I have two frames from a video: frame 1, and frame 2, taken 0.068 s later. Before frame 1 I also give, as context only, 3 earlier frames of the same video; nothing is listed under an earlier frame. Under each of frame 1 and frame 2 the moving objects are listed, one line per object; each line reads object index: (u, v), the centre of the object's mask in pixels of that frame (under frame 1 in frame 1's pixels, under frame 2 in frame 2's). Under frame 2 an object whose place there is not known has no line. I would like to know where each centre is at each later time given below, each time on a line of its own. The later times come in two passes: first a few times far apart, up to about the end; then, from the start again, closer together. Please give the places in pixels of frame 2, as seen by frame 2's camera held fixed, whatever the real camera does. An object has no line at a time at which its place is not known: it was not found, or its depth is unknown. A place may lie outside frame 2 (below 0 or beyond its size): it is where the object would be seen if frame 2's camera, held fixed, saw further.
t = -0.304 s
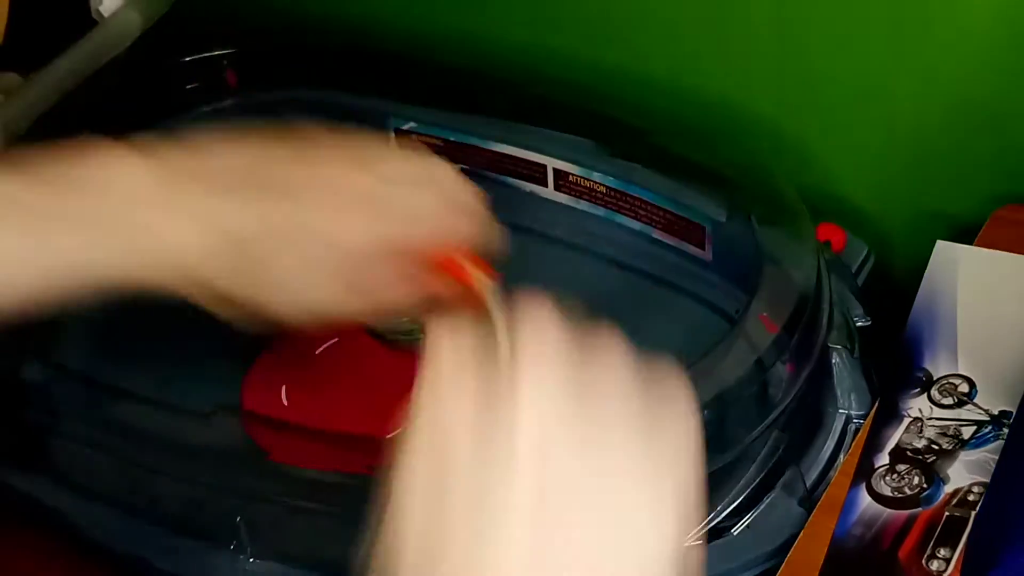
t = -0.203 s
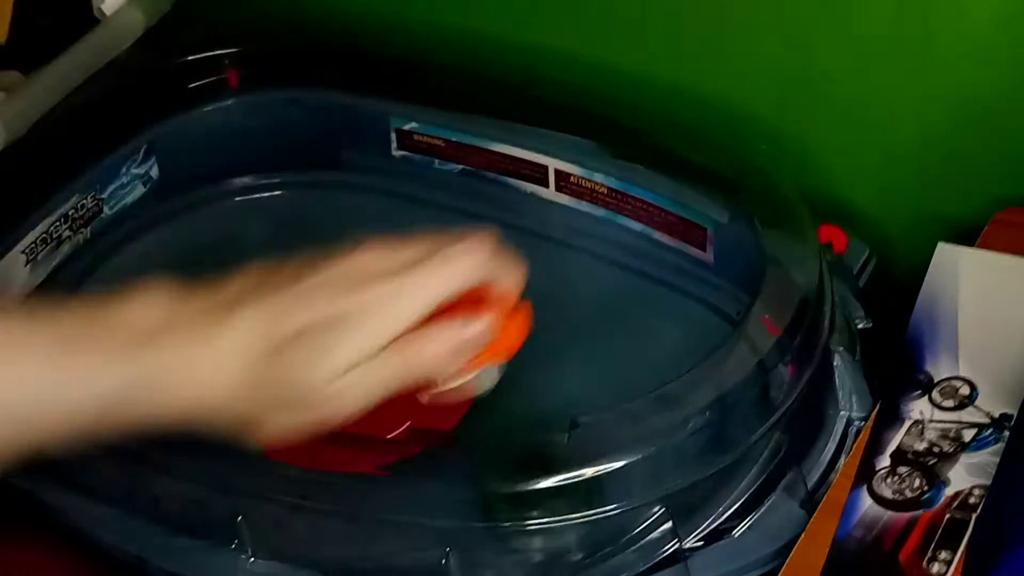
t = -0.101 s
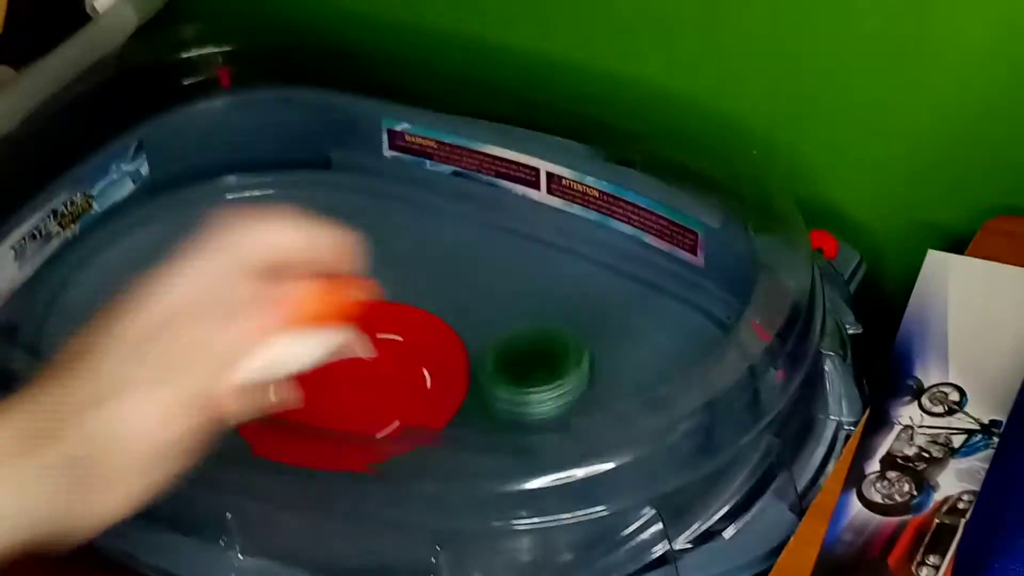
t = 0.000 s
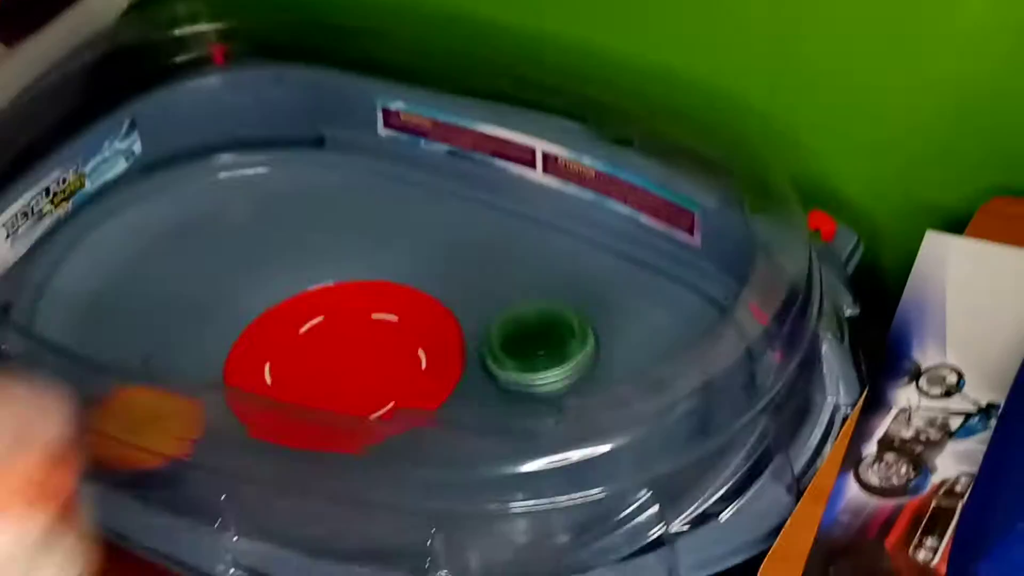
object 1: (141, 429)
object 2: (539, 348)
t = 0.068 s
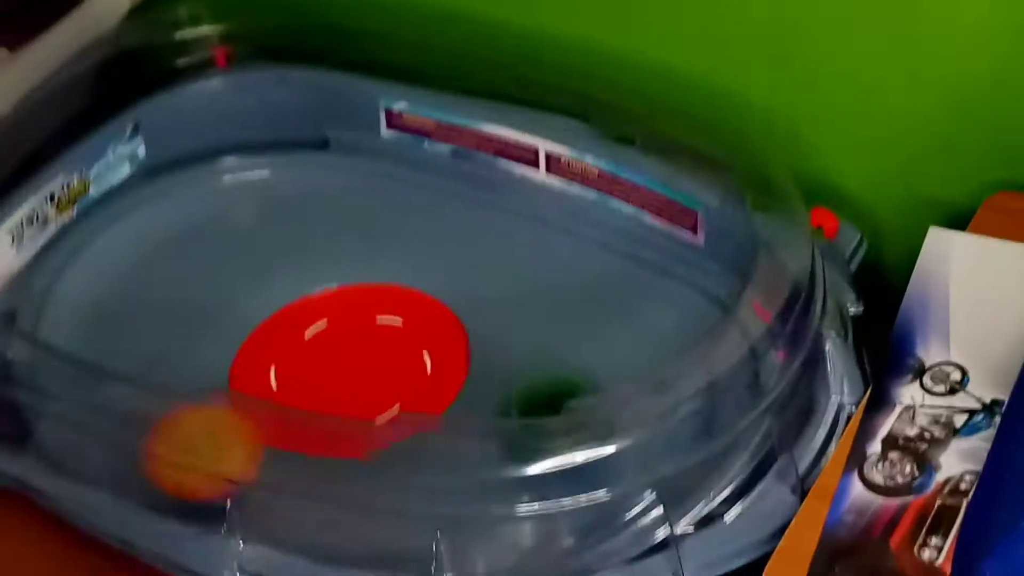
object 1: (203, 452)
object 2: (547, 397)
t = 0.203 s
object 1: (319, 470)
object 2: (532, 347)
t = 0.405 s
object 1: (480, 425)
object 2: (462, 336)
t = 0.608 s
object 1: (551, 352)
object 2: (329, 316)
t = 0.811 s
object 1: (535, 294)
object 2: (216, 353)
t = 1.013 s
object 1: (403, 257)
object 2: (265, 427)
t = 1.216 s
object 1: (186, 349)
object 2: (384, 404)
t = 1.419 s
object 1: (191, 451)
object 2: (446, 327)
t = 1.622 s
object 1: (276, 461)
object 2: (327, 268)
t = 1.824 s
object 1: (371, 440)
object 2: (188, 339)
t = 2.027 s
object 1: (459, 332)
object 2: (185, 431)
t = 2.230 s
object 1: (338, 243)
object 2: (244, 450)
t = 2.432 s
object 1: (148, 321)
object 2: (309, 436)
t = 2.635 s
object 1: (108, 415)
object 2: (413, 377)
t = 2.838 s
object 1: (192, 448)
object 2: (407, 285)
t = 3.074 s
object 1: (323, 448)
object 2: (272, 287)
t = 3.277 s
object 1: (459, 355)
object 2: (238, 380)
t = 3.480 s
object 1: (375, 240)
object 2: (355, 411)
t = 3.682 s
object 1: (174, 308)
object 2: (451, 348)
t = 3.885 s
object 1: (130, 405)
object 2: (433, 279)
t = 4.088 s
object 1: (193, 453)
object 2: (322, 261)
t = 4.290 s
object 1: (289, 451)
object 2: (224, 347)
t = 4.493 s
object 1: (414, 429)
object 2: (340, 393)
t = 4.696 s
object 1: (521, 386)
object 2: (430, 356)
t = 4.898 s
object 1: (547, 365)
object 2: (415, 306)
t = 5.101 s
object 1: (527, 344)
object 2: (328, 299)
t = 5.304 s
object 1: (446, 315)
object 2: (243, 347)
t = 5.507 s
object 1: (273, 320)
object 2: (267, 408)
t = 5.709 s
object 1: (163, 382)
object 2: (363, 407)
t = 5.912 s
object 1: (118, 412)
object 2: (408, 349)
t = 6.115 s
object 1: (125, 420)
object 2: (359, 311)
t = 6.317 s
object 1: (172, 416)
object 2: (278, 319)
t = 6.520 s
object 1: (294, 410)
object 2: (236, 359)
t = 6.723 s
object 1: (439, 316)
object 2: (278, 403)
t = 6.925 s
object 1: (386, 236)
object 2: (365, 394)
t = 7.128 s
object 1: (258, 297)
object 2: (422, 344)
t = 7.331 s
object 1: (275, 400)
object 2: (387, 287)
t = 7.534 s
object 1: (408, 409)
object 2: (297, 300)
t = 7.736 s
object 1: (454, 380)
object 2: (252, 355)
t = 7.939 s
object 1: (439, 323)
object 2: (277, 397)
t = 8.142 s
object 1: (308, 308)
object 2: (349, 404)
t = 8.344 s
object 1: (204, 353)
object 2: (395, 370)
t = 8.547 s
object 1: (237, 398)
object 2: (389, 342)
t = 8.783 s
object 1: (377, 383)
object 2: (359, 308)
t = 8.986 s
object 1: (416, 356)
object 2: (311, 294)
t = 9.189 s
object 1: (379, 322)
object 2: (285, 318)
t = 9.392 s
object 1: (426, 345)
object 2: (192, 314)
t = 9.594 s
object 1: (416, 357)
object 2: (192, 329)
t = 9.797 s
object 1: (355, 369)
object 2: (236, 358)
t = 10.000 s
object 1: (379, 389)
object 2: (251, 345)
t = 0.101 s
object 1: (228, 460)
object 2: (546, 376)
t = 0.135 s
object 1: (259, 466)
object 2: (540, 351)
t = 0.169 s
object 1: (288, 469)
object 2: (535, 340)
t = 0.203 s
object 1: (319, 470)
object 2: (532, 347)
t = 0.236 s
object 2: (530, 363)
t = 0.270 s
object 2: (517, 344)
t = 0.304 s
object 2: (505, 338)
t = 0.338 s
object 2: (494, 344)
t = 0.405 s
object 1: (480, 425)
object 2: (462, 336)
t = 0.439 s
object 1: (500, 414)
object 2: (444, 332)
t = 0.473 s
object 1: (515, 400)
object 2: (422, 327)
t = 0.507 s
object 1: (527, 383)
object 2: (401, 322)
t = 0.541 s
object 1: (537, 374)
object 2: (376, 319)
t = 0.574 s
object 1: (546, 363)
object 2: (353, 317)
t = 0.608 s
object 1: (551, 352)
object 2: (329, 316)
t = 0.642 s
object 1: (554, 340)
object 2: (306, 318)
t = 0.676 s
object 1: (555, 330)
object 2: (284, 321)
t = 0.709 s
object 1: (553, 320)
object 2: (263, 327)
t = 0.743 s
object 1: (549, 311)
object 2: (244, 333)
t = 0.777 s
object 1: (543, 302)
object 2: (228, 343)
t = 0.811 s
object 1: (535, 294)
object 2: (216, 353)
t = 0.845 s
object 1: (524, 287)
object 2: (214, 364)
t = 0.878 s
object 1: (511, 281)
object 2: (212, 376)
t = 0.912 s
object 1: (492, 275)
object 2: (221, 391)
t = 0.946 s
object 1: (469, 268)
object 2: (232, 407)
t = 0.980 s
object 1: (441, 262)
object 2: (249, 419)
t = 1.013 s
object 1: (403, 257)
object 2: (265, 427)
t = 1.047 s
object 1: (363, 257)
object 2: (286, 432)
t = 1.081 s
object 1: (320, 263)
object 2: (307, 435)
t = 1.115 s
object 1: (277, 277)
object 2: (327, 435)
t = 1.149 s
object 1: (241, 297)
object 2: (346, 433)
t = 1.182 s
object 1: (210, 322)
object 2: (363, 427)
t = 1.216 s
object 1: (186, 349)
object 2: (384, 404)
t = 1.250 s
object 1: (167, 379)
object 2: (400, 399)
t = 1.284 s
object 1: (155, 405)
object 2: (419, 391)
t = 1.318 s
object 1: (150, 424)
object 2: (433, 380)
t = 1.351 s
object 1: (149, 439)
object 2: (443, 361)
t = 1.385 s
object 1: (167, 447)
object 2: (448, 344)
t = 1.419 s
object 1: (191, 451)
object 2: (446, 327)
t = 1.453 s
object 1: (205, 455)
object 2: (437, 312)
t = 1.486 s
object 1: (218, 458)
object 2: (421, 299)
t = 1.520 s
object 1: (233, 458)
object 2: (402, 286)
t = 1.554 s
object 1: (248, 459)
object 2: (379, 277)
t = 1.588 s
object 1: (261, 461)
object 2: (354, 271)
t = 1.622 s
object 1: (276, 461)
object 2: (327, 268)
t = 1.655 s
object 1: (291, 459)
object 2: (299, 268)
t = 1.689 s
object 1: (304, 459)
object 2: (272, 274)
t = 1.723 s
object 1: (319, 461)
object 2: (247, 284)
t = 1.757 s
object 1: (332, 461)
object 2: (222, 300)
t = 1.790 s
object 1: (356, 440)
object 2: (204, 317)
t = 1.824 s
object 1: (371, 440)
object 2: (188, 339)
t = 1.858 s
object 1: (387, 425)
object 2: (180, 355)
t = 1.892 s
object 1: (403, 410)
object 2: (171, 373)
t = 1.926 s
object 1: (421, 392)
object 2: (170, 391)
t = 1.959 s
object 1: (438, 378)
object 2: (172, 402)
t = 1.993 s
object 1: (450, 358)
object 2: (179, 418)
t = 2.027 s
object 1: (459, 332)
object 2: (185, 431)
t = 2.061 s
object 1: (457, 306)
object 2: (194, 439)
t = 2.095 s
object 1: (448, 284)
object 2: (204, 444)
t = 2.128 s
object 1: (431, 266)
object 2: (213, 446)
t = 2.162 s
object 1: (407, 253)
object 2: (222, 449)
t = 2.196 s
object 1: (375, 245)
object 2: (233, 451)
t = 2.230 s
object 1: (338, 243)
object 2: (244, 450)
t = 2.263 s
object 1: (297, 246)
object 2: (255, 447)
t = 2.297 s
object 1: (252, 256)
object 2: (263, 448)
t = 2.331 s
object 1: (216, 270)
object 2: (274, 449)
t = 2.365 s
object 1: (186, 288)
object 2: (285, 446)
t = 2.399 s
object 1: (165, 305)
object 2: (296, 443)
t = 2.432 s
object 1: (148, 321)
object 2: (309, 436)
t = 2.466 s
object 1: (136, 337)
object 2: (323, 432)
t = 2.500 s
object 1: (126, 355)
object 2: (340, 427)
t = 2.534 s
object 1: (117, 371)
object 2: (358, 419)
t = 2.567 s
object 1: (109, 389)
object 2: (379, 398)
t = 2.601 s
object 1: (105, 402)
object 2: (397, 390)
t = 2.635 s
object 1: (108, 415)
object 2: (413, 377)
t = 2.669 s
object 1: (120, 425)
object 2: (424, 361)
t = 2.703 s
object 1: (135, 431)
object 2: (430, 344)
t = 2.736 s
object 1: (146, 436)
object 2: (431, 328)
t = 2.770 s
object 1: (159, 442)
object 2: (428, 311)
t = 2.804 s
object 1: (176, 445)
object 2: (420, 298)
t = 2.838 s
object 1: (192, 448)
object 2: (407, 285)
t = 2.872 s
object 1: (208, 450)
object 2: (392, 274)
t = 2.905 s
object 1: (226, 452)
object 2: (373, 266)
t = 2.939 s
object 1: (242, 454)
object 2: (353, 261)
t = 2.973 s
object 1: (261, 454)
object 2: (332, 258)
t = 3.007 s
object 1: (280, 454)
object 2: (312, 262)
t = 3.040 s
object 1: (299, 456)
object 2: (290, 272)
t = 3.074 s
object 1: (323, 448)
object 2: (272, 287)
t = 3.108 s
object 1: (346, 434)
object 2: (253, 303)
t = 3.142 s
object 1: (373, 421)
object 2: (239, 316)
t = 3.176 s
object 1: (397, 397)
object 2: (230, 334)
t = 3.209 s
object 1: (422, 388)
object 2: (225, 351)
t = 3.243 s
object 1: (442, 375)
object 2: (230, 366)
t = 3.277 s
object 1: (459, 355)
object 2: (238, 380)
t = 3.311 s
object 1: (469, 331)
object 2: (250, 393)
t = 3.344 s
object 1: (469, 308)
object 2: (266, 404)
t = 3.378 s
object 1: (460, 283)
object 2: (285, 411)
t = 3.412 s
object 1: (441, 264)
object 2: (307, 415)
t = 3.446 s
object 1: (411, 248)
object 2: (331, 415)
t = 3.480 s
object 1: (375, 240)
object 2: (355, 411)
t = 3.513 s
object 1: (335, 238)
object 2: (376, 397)
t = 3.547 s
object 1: (290, 244)
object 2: (395, 392)
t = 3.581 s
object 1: (253, 256)
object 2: (414, 385)
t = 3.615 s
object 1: (218, 272)
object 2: (429, 375)
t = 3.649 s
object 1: (193, 290)
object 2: (442, 361)
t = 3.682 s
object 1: (174, 308)
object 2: (451, 348)
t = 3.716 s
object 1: (159, 325)
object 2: (457, 334)
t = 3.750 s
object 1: (149, 341)
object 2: (458, 322)
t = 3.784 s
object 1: (140, 359)
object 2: (456, 310)
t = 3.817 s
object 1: (135, 375)
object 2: (452, 298)
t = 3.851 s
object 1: (129, 394)
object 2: (444, 288)
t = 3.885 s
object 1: (130, 405)
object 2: (433, 279)
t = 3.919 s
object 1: (130, 422)
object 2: (419, 271)
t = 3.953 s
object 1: (136, 432)
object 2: (403, 265)
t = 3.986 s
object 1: (151, 438)
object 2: (384, 262)
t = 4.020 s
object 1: (167, 445)
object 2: (365, 260)
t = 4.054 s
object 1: (179, 450)
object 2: (344, 260)
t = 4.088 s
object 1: (193, 453)
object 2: (322, 261)
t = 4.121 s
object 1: (208, 455)
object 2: (301, 267)
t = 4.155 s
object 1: (224, 455)
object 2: (280, 278)
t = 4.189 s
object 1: (239, 456)
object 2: (259, 291)
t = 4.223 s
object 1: (254, 457)
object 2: (243, 306)
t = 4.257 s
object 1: (270, 456)
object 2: (230, 327)
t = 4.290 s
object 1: (289, 451)
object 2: (224, 347)
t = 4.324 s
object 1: (306, 448)
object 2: (229, 365)
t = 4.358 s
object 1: (323, 445)
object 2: (242, 387)
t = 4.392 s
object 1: (340, 440)
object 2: (264, 403)
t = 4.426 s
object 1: (360, 431)
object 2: (297, 392)
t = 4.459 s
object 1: (387, 431)
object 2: (318, 394)
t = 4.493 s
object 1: (414, 429)
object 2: (340, 393)
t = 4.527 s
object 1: (439, 424)
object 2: (361, 392)
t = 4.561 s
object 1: (460, 420)
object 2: (381, 389)
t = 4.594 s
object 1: (480, 413)
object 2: (399, 381)
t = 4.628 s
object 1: (499, 393)
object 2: (412, 374)
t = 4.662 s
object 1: (511, 401)
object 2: (423, 365)
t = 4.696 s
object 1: (521, 386)
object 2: (430, 356)
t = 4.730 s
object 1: (529, 383)
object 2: (433, 346)
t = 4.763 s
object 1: (535, 379)
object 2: (434, 337)
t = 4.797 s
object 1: (541, 375)
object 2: (433, 328)
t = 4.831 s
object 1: (544, 371)
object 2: (430, 319)
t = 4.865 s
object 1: (547, 368)
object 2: (424, 312)
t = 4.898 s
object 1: (547, 365)
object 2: (415, 306)
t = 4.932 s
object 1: (547, 361)
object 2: (405, 301)
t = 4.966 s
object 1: (546, 358)
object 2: (391, 297)
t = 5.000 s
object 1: (543, 354)
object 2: (377, 296)
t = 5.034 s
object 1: (538, 351)
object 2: (361, 295)
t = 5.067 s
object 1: (533, 347)
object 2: (345, 296)
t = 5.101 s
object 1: (527, 344)
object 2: (328, 299)
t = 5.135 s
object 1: (519, 340)
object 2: (312, 304)
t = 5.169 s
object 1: (508, 336)
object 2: (295, 310)
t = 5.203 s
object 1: (495, 332)
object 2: (280, 318)
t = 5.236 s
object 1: (480, 328)
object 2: (266, 327)
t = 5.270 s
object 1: (464, 322)
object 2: (253, 336)
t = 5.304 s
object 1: (446, 315)
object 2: (243, 347)
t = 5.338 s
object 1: (422, 308)
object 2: (235, 358)
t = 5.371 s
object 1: (395, 304)
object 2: (233, 367)
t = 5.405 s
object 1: (366, 305)
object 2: (238, 373)
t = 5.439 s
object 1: (334, 308)
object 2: (243, 390)
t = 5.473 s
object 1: (305, 313)
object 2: (253, 401)
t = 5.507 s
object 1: (273, 320)
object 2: (267, 408)
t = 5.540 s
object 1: (246, 329)
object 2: (284, 413)
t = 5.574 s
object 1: (221, 337)
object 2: (300, 416)
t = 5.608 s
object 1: (204, 349)
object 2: (317, 416)
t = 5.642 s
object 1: (189, 360)
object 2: (333, 415)
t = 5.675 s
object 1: (175, 372)
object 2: (350, 412)
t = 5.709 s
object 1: (163, 382)
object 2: (363, 407)
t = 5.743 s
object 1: (153, 388)
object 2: (378, 394)
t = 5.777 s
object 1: (141, 397)
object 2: (389, 388)
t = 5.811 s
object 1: (134, 402)
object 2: (399, 380)
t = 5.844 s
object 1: (129, 404)
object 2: (405, 370)
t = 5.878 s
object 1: (123, 408)
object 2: (408, 359)
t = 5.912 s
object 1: (118, 412)
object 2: (408, 349)
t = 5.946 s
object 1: (115, 415)
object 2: (405, 340)
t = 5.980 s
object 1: (115, 417)
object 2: (400, 332)
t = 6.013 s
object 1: (116, 418)
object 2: (392, 324)
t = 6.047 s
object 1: (118, 419)
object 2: (383, 318)
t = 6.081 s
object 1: (121, 419)
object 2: (371, 314)
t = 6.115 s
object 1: (125, 420)
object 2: (359, 311)
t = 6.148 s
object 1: (130, 419)
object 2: (346, 308)
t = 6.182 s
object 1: (136, 419)
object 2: (331, 307)
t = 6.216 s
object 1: (142, 419)
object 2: (317, 308)
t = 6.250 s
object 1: (151, 417)
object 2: (304, 311)
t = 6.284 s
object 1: (161, 416)
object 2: (291, 315)
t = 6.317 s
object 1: (172, 416)
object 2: (278, 319)
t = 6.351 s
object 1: (182, 417)
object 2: (267, 325)
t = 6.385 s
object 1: (196, 416)
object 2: (257, 331)
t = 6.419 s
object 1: (213, 414)
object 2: (250, 338)
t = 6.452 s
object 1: (234, 411)
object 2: (243, 342)
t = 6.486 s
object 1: (260, 411)
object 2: (237, 350)
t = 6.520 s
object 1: (294, 410)
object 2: (236, 359)
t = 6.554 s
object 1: (335, 404)
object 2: (240, 368)
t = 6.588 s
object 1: (365, 394)
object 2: (246, 373)
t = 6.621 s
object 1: (394, 375)
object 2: (254, 377)
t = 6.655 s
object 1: (416, 356)
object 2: (256, 392)
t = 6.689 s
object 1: (431, 336)
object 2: (266, 398)
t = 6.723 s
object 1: (439, 316)
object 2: (278, 403)
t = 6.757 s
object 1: (441, 297)
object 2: (290, 406)
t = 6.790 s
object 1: (439, 279)
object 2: (303, 408)
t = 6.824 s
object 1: (433, 264)
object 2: (317, 409)
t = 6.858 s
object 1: (422, 251)
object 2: (333, 407)
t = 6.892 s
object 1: (406, 241)
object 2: (349, 405)
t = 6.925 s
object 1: (386, 236)
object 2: (365, 394)
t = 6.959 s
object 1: (364, 235)
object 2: (377, 390)
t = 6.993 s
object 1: (341, 239)
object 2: (390, 385)
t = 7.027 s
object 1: (316, 249)
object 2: (401, 376)
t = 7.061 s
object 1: (292, 263)
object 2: (409, 366)
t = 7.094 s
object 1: (273, 279)
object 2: (416, 355)
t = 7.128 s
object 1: (258, 297)
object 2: (422, 344)
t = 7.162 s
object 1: (248, 318)
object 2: (425, 331)
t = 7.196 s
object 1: (245, 337)
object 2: (425, 321)
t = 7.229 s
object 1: (245, 354)
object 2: (421, 309)
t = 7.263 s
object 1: (251, 367)
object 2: (413, 299)
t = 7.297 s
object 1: (258, 388)
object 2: (402, 292)
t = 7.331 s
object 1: (275, 400)
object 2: (387, 287)
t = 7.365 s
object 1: (297, 408)
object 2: (373, 285)
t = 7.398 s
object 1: (326, 415)
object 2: (357, 284)
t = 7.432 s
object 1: (348, 417)
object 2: (340, 285)
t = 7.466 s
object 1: (373, 416)
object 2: (325, 288)
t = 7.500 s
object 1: (391, 414)
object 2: (310, 294)
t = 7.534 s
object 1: (408, 409)
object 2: (297, 300)
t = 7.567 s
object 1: (418, 406)
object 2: (286, 308)
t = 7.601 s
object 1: (430, 402)
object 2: (275, 316)
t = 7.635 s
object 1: (438, 398)
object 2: (266, 325)
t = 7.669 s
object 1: (444, 394)
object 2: (260, 335)
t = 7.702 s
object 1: (448, 391)
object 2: (256, 345)
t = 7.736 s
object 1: (454, 380)
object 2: (252, 355)
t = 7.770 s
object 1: (457, 374)
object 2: (253, 362)
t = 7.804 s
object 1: (458, 366)
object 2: (256, 369)
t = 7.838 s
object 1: (458, 357)
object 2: (261, 374)
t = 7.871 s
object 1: (455, 345)
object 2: (268, 379)
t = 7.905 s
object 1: (448, 333)
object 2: (277, 383)
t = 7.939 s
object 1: (439, 323)
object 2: (277, 397)
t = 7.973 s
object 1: (423, 316)
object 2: (287, 402)
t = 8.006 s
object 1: (403, 310)
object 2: (298, 405)
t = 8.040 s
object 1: (381, 306)
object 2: (310, 407)
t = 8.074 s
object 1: (359, 305)
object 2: (324, 407)
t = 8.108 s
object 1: (333, 305)
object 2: (336, 406)
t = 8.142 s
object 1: (308, 308)
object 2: (349, 404)
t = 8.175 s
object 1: (284, 312)
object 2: (360, 401)
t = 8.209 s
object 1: (261, 317)
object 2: (370, 391)
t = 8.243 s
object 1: (239, 325)
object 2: (378, 387)
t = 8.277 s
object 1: (223, 332)
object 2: (385, 382)
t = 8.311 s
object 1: (212, 341)
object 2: (391, 377)
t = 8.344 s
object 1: (204, 353)
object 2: (395, 370)
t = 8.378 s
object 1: (201, 360)
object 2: (397, 364)
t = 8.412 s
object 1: (202, 372)
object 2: (397, 359)
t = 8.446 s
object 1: (206, 379)
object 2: (397, 355)
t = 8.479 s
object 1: (212, 387)
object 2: (395, 350)
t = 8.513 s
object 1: (222, 393)
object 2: (392, 346)
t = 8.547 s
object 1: (237, 398)
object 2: (389, 342)
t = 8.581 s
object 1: (258, 402)
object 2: (385, 339)
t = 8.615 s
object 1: (283, 403)
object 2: (380, 336)
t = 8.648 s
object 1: (308, 401)
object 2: (374, 334)
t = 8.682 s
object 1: (336, 396)
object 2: (370, 331)
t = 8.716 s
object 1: (354, 385)
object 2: (364, 325)
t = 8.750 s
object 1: (366, 385)
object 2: (362, 317)
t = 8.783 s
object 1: (377, 383)
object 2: (359, 308)
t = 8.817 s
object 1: (385, 382)
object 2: (350, 300)
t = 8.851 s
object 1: (394, 378)
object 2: (342, 295)
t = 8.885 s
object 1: (403, 374)
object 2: (333, 292)
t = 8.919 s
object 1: (409, 369)
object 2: (326, 292)
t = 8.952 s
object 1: (414, 362)
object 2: (318, 292)
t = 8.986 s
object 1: (416, 356)
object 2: (311, 294)
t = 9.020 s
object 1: (415, 350)
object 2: (306, 297)
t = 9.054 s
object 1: (413, 344)
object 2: (300, 301)
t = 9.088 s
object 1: (408, 337)
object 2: (295, 305)
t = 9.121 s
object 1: (399, 332)
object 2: (292, 310)
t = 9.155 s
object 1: (389, 326)
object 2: (289, 314)
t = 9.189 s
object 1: (379, 322)
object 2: (285, 318)
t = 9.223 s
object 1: (388, 329)
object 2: (260, 312)
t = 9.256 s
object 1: (399, 334)
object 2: (238, 307)
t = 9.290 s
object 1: (407, 338)
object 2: (222, 304)
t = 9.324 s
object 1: (415, 340)
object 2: (209, 307)
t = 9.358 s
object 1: (421, 342)
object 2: (199, 310)
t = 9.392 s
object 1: (426, 345)
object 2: (192, 314)
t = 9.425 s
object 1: (427, 346)
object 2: (188, 318)
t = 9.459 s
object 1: (428, 347)
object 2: (187, 320)
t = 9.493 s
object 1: (427, 349)
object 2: (188, 324)
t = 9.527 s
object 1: (425, 352)
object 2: (188, 325)
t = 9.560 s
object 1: (421, 355)
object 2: (190, 328)
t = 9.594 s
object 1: (416, 357)
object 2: (192, 329)
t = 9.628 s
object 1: (409, 359)
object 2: (195, 332)
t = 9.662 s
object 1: (402, 360)
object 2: (199, 336)
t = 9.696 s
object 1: (392, 363)
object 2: (206, 340)
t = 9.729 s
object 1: (381, 366)
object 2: (212, 345)
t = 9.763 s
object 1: (370, 367)
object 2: (222, 351)
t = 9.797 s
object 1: (355, 369)
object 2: (236, 358)
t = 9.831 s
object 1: (344, 370)
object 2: (247, 361)
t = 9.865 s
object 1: (345, 376)
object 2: (248, 360)
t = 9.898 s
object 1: (343, 378)
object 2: (251, 360)
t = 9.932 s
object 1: (343, 380)
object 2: (256, 360)
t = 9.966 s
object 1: (360, 385)
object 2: (254, 355)
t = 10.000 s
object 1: (379, 389)
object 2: (251, 345)
